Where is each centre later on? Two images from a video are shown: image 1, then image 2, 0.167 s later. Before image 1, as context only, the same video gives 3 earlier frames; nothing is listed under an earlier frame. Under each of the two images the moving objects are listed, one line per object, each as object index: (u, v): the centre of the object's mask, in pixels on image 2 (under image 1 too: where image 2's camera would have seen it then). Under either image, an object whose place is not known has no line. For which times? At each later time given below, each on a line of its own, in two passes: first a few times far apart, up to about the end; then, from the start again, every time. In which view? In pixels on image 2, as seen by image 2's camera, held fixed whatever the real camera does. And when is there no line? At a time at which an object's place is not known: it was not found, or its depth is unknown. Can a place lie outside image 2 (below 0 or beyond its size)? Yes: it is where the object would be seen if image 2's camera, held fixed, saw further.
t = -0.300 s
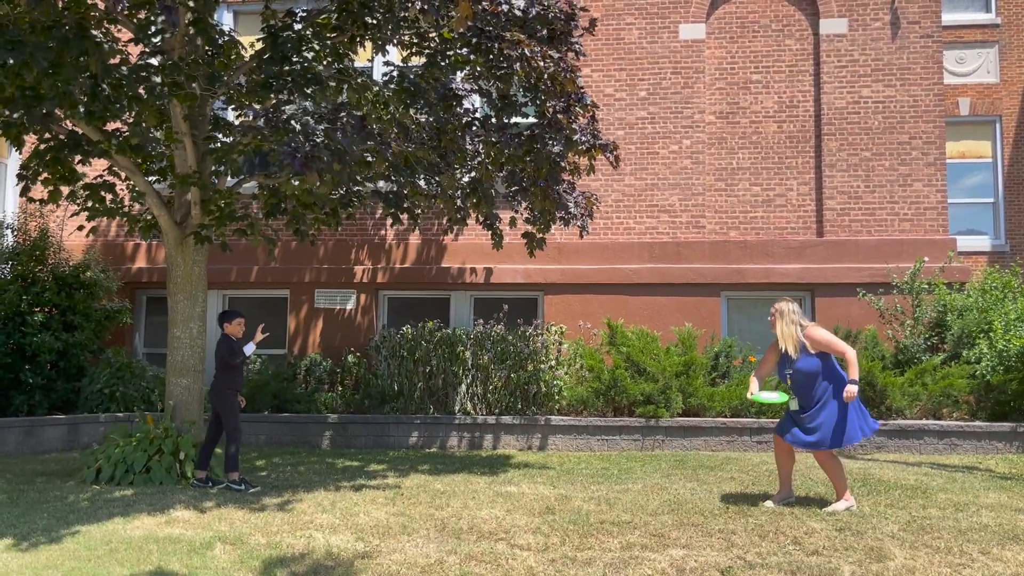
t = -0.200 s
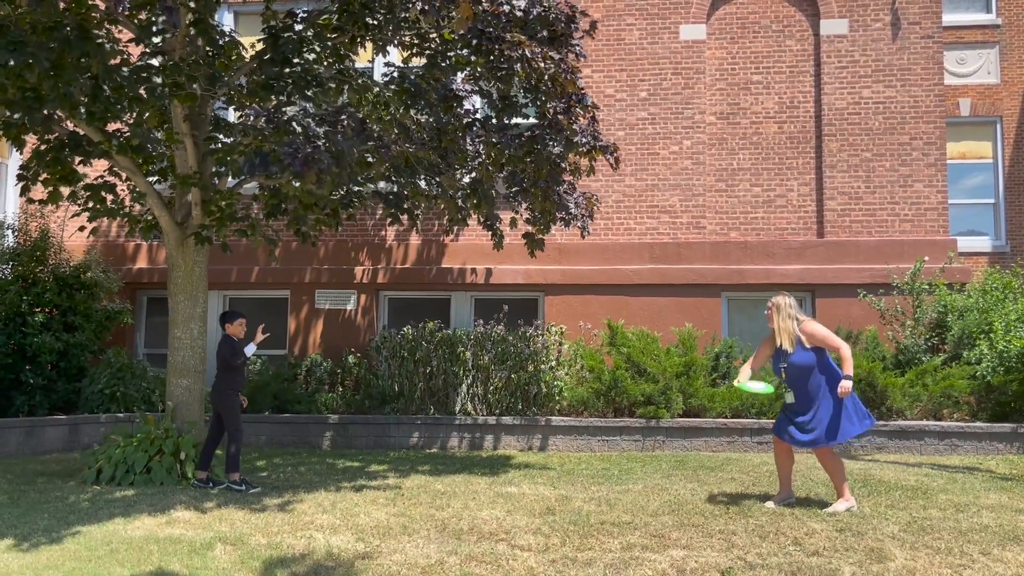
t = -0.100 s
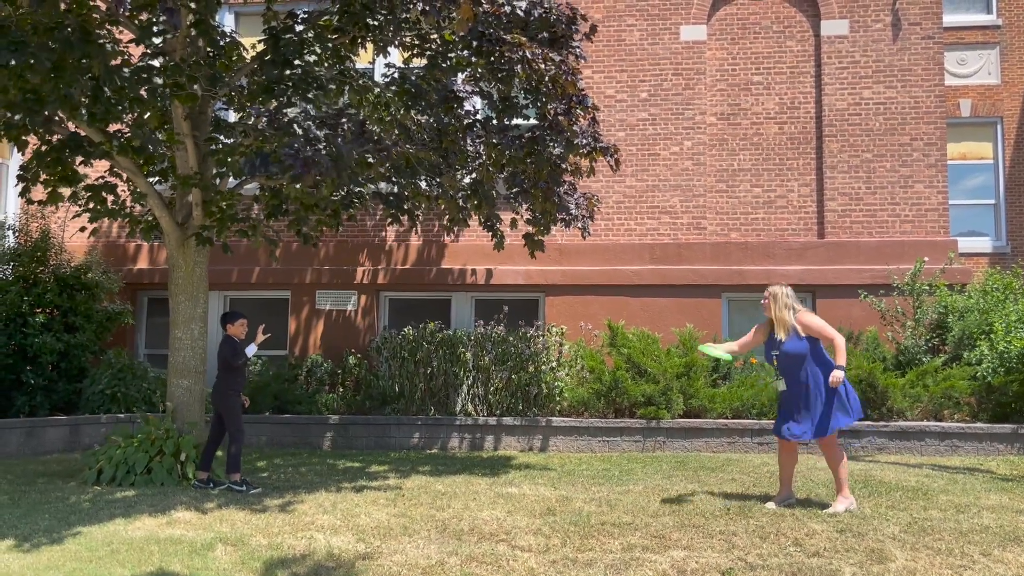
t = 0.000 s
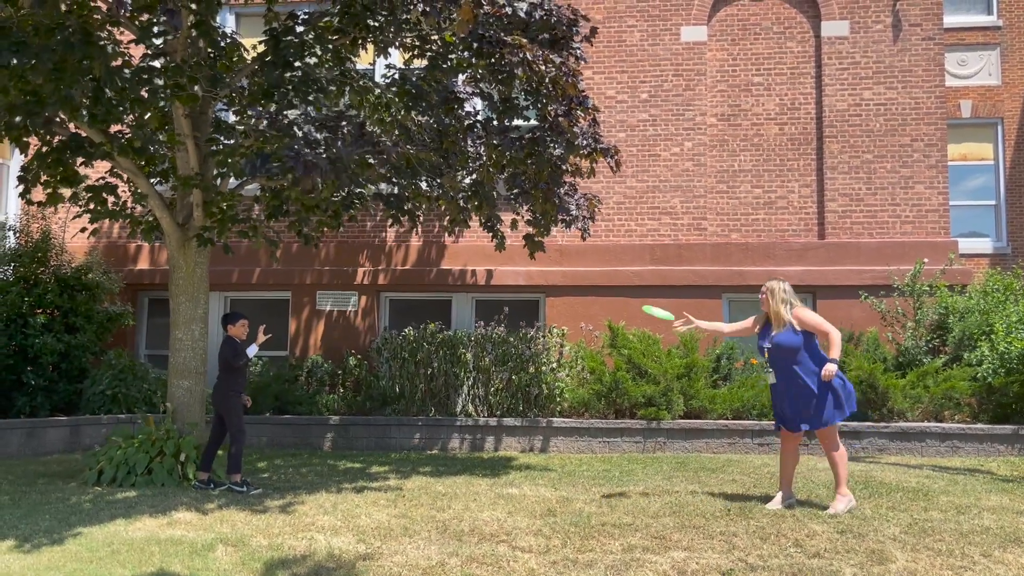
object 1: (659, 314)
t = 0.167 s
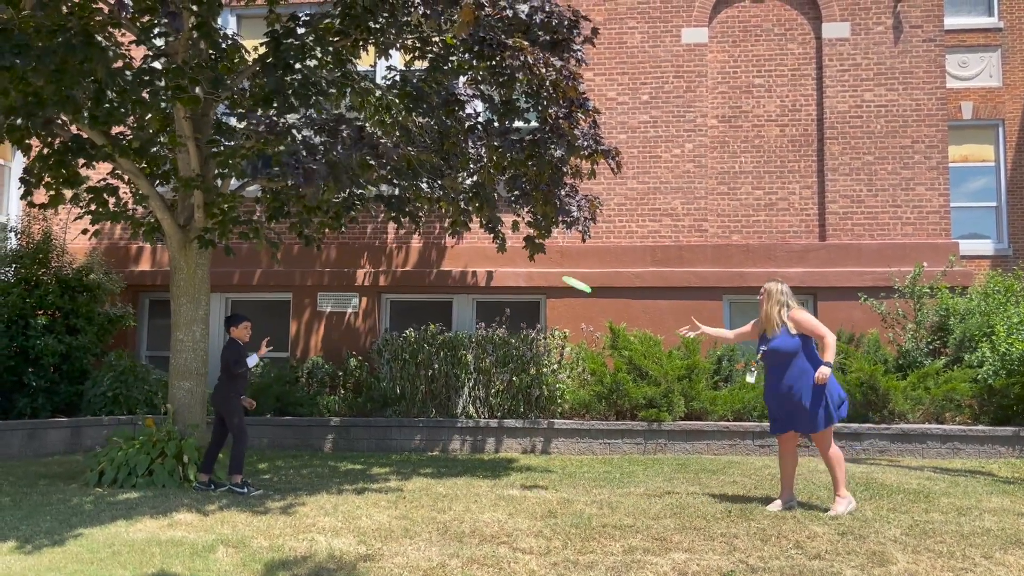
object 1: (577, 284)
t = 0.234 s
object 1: (548, 280)
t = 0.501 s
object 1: (456, 280)
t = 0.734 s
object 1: (395, 291)
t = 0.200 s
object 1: (562, 282)
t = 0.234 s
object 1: (548, 280)
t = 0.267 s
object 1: (535, 279)
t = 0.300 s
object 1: (522, 278)
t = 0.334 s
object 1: (509, 277)
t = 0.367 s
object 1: (498, 277)
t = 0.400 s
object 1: (487, 277)
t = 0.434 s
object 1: (476, 278)
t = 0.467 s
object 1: (466, 279)
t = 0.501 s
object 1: (456, 280)
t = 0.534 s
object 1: (447, 281)
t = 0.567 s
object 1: (438, 282)
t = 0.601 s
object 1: (429, 283)
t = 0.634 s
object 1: (421, 285)
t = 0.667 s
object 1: (412, 286)
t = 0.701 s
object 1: (403, 288)
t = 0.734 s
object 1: (395, 291)
